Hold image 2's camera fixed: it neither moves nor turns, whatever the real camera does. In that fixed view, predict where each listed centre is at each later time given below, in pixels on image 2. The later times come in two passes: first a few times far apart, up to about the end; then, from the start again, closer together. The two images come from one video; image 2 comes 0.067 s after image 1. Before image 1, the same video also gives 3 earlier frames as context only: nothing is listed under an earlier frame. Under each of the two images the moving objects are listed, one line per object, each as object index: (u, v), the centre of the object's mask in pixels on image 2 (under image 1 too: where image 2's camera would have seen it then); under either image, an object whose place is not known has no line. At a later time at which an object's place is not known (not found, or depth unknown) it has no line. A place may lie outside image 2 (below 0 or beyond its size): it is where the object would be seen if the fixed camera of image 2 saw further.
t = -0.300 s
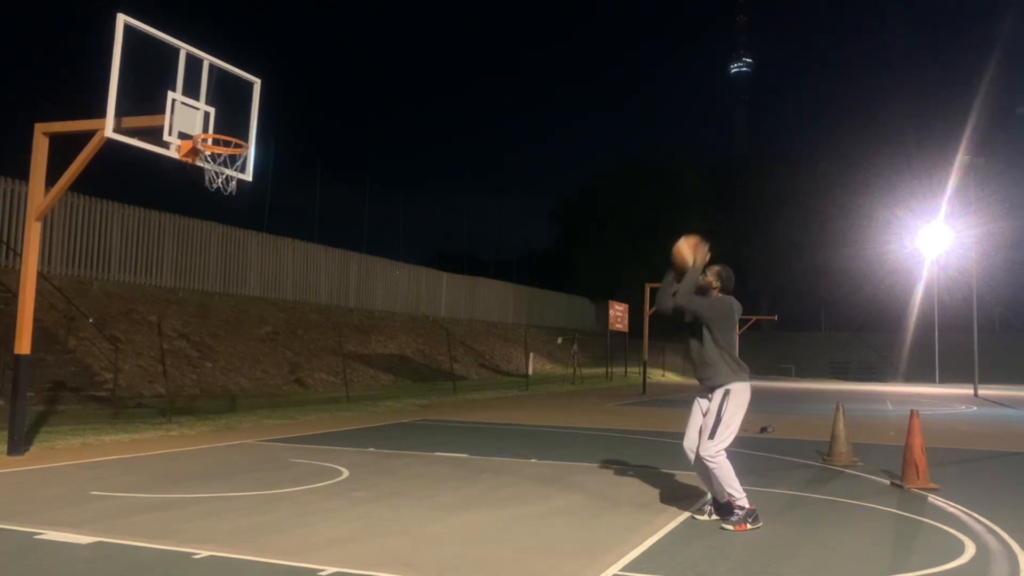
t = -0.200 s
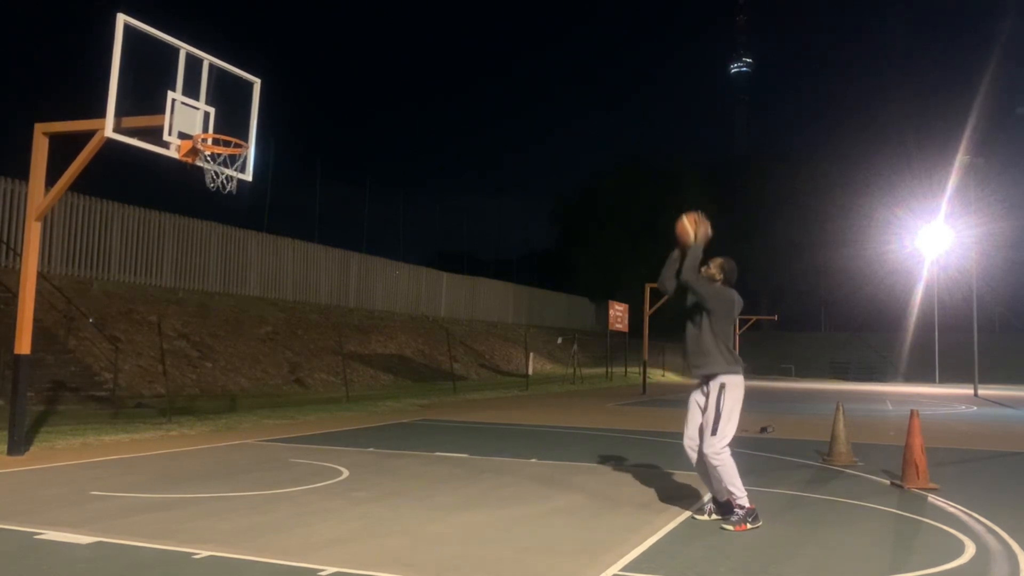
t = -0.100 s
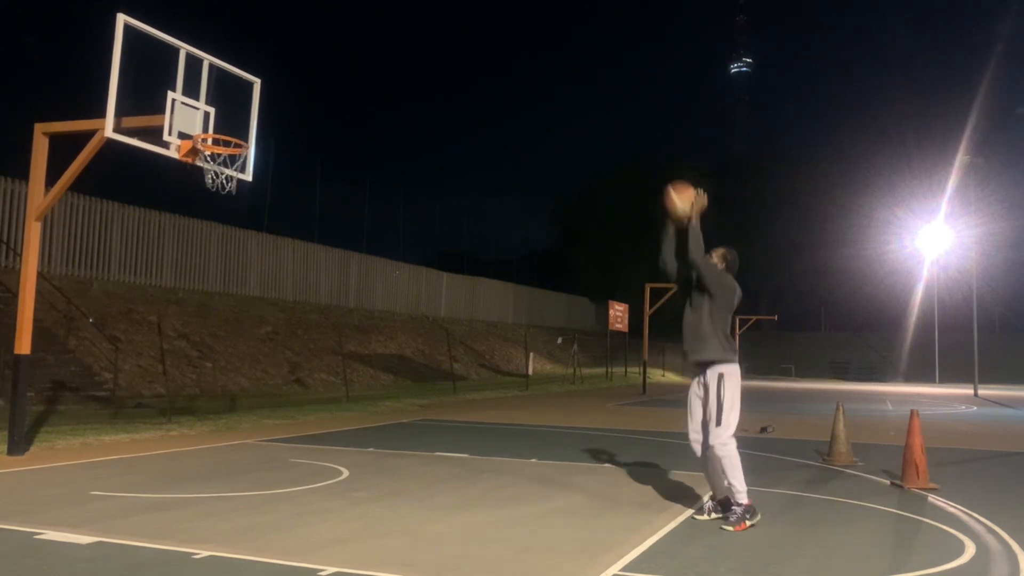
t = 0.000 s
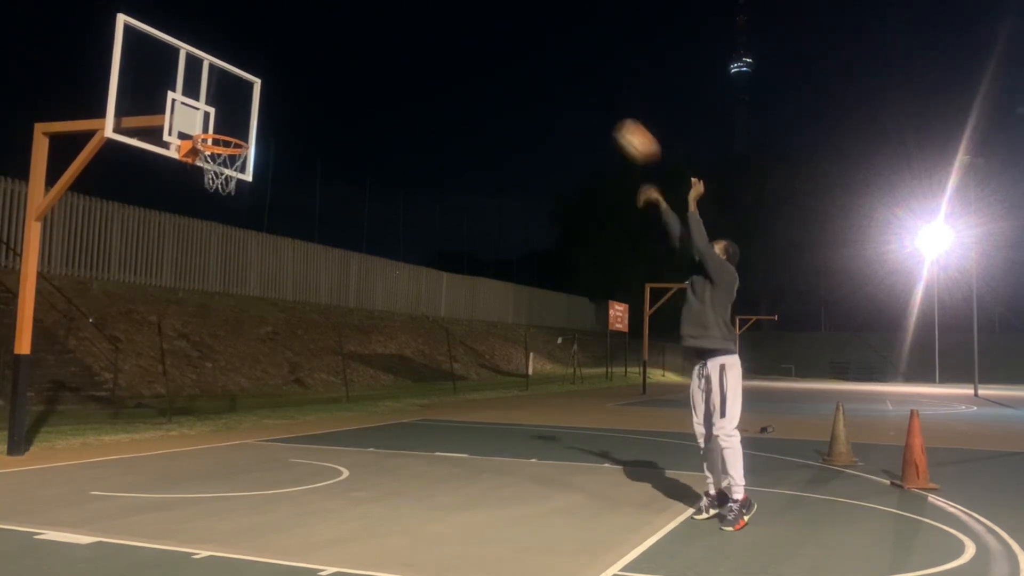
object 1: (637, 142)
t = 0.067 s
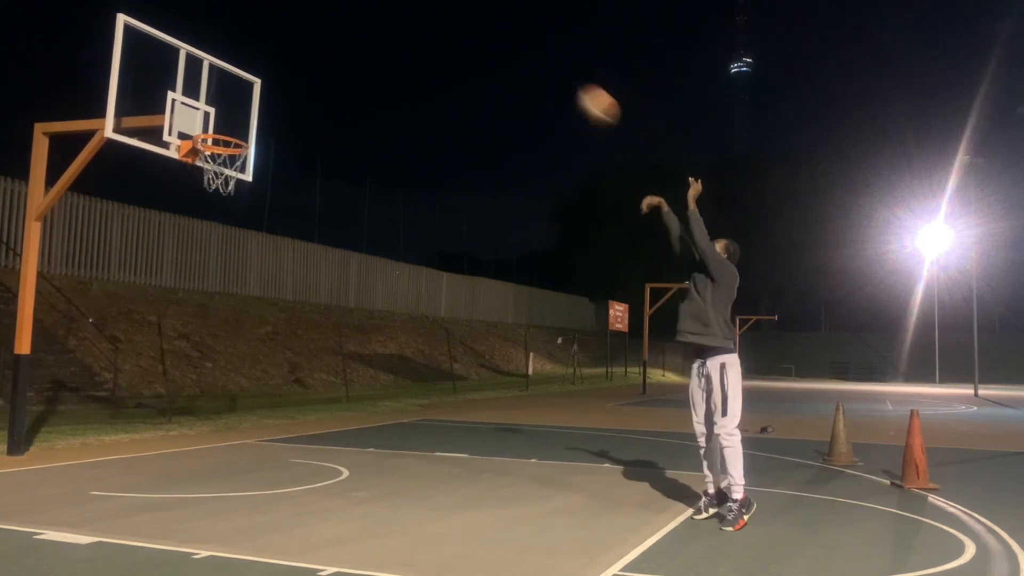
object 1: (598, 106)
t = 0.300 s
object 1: (474, 31)
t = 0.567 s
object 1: (350, 29)
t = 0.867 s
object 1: (226, 116)
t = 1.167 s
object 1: (244, 168)
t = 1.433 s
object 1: (227, 214)
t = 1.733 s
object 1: (204, 361)
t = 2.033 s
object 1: (182, 386)
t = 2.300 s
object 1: (160, 319)
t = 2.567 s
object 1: (135, 332)
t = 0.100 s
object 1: (579, 90)
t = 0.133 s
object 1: (561, 76)
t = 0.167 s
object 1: (543, 64)
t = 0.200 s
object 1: (525, 54)
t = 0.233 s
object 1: (508, 44)
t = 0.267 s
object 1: (491, 37)
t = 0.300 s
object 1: (474, 31)
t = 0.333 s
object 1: (458, 26)
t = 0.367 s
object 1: (442, 23)
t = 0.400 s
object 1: (426, 21)
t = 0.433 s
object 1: (410, 20)
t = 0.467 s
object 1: (395, 21)
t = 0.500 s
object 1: (380, 22)
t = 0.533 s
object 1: (365, 25)
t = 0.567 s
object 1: (350, 29)
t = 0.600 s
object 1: (335, 35)
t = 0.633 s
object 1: (321, 42)
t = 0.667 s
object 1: (307, 49)
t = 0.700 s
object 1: (292, 58)
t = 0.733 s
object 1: (280, 68)
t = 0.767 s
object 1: (267, 77)
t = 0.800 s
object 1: (251, 91)
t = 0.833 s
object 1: (237, 103)
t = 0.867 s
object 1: (226, 116)
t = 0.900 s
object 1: (215, 127)
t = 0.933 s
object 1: (213, 143)
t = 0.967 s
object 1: (226, 153)
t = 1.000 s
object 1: (236, 160)
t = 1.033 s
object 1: (239, 161)
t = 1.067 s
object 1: (242, 163)
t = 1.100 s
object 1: (243, 164)
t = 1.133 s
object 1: (244, 166)
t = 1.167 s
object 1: (244, 168)
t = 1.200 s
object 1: (243, 170)
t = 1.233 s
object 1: (241, 173)
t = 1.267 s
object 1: (238, 178)
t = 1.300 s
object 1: (236, 183)
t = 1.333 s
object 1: (234, 190)
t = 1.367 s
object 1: (232, 196)
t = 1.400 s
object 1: (230, 205)
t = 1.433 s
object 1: (227, 214)
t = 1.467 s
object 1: (225, 226)
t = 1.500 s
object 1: (223, 238)
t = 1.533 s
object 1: (220, 251)
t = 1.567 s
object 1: (218, 267)
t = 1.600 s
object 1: (215, 284)
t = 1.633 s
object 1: (213, 301)
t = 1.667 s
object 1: (210, 320)
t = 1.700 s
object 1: (207, 340)
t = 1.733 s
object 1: (204, 361)
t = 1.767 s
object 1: (201, 386)
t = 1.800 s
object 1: (198, 408)
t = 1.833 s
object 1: (196, 433)
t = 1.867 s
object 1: (192, 461)
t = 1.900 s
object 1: (191, 449)
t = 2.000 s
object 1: (184, 400)
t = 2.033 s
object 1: (182, 386)
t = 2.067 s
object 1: (179, 374)
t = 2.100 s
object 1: (177, 362)
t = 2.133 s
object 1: (174, 352)
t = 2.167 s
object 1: (172, 343)
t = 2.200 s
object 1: (169, 335)
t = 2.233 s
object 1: (166, 329)
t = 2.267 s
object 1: (163, 323)
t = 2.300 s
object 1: (160, 319)
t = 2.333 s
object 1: (157, 317)
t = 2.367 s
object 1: (154, 315)
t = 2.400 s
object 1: (151, 315)
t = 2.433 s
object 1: (148, 316)
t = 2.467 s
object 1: (144, 318)
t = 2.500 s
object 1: (141, 322)
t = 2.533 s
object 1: (138, 326)
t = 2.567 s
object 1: (135, 332)
